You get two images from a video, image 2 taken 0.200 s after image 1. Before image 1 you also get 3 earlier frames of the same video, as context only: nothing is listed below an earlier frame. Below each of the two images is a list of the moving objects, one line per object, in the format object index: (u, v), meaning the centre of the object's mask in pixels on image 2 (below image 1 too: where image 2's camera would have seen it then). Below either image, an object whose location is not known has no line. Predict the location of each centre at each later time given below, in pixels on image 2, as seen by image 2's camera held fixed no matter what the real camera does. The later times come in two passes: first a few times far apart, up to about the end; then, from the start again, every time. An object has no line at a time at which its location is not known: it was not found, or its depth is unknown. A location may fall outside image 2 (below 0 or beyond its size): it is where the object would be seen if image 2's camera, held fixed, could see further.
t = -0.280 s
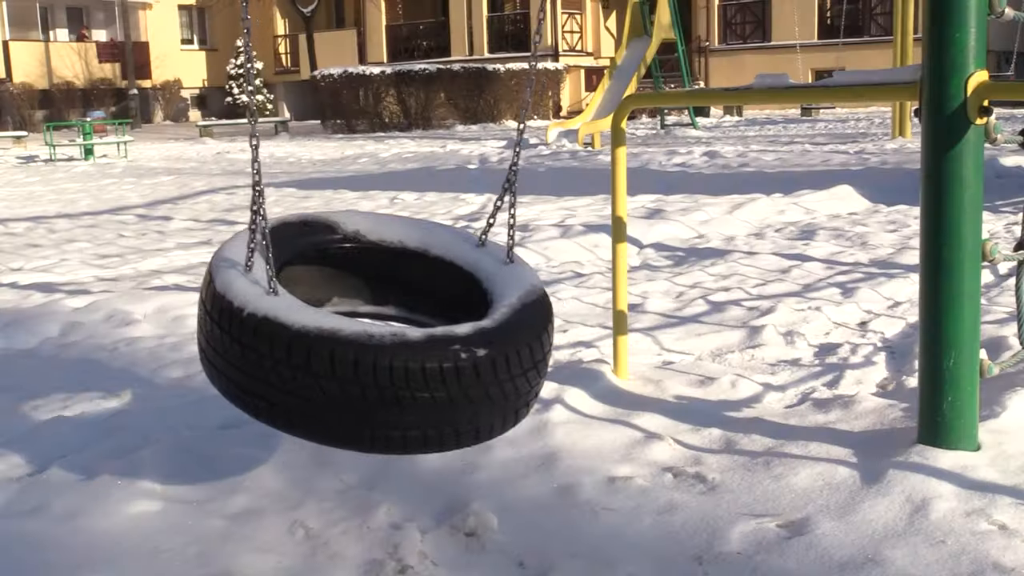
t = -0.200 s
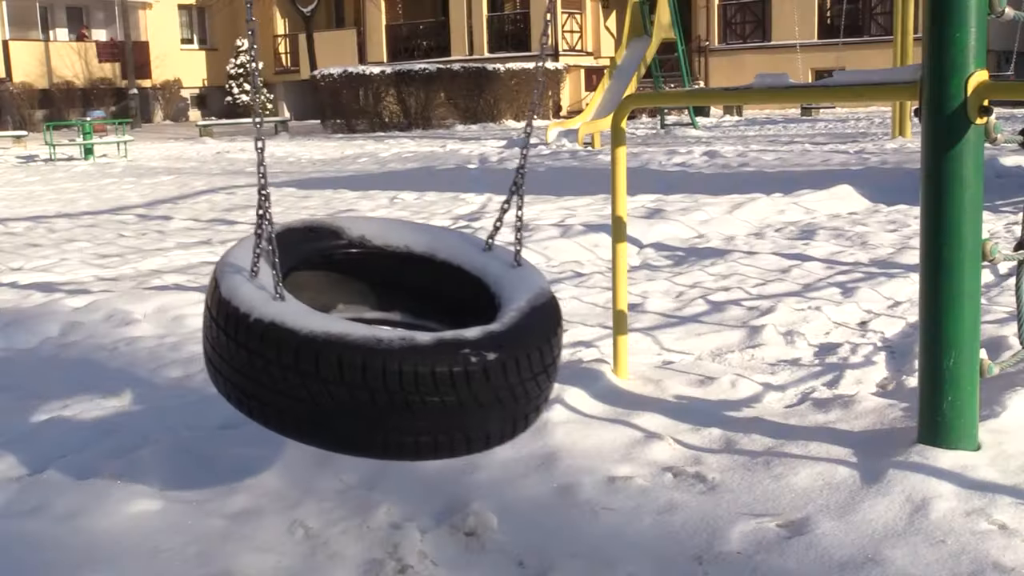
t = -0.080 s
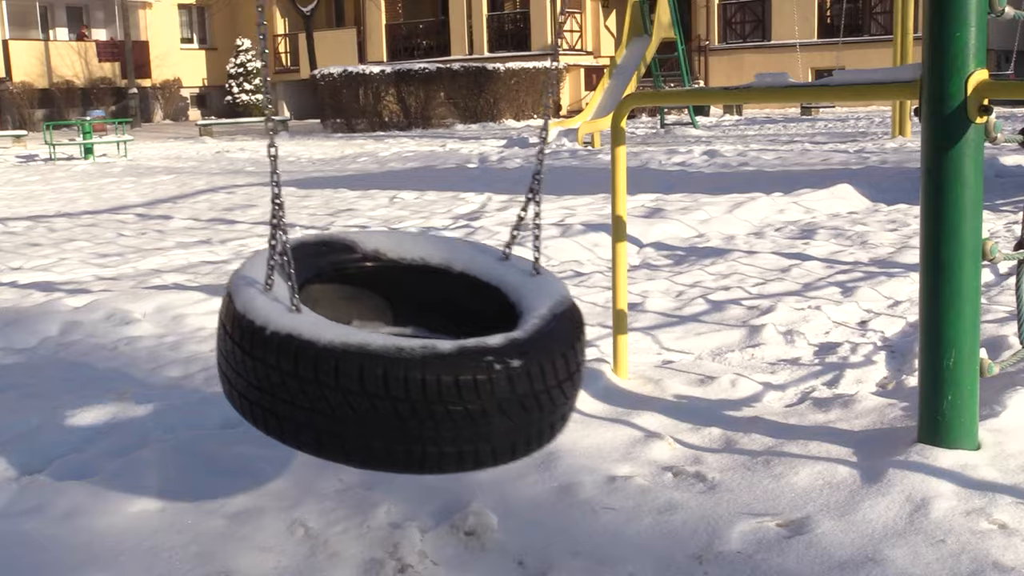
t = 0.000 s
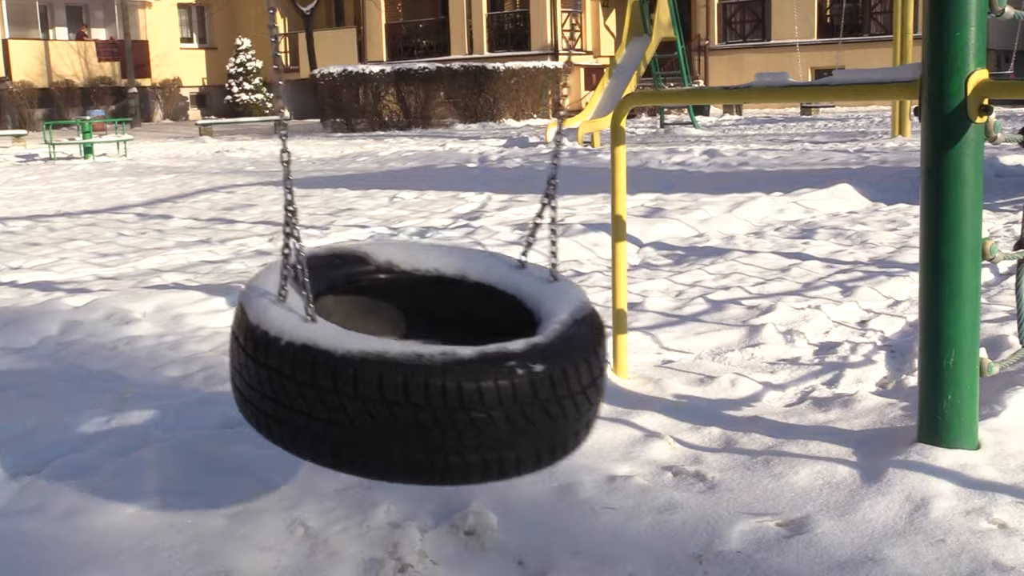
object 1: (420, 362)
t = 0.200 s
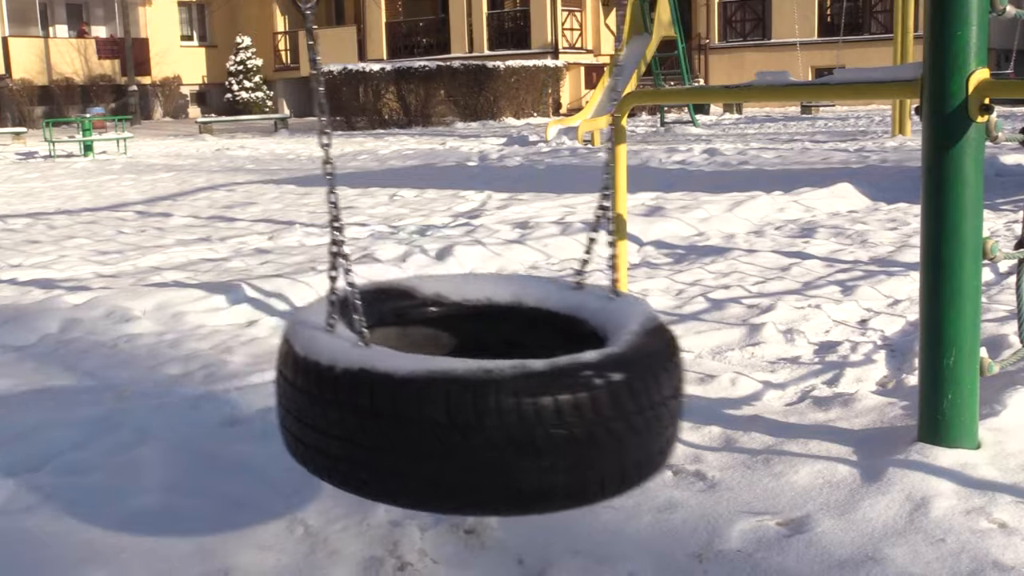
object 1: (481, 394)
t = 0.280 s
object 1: (511, 405)
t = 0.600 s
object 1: (645, 432)
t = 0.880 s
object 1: (715, 431)
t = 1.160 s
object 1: (683, 430)
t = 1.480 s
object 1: (560, 410)
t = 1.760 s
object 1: (456, 374)
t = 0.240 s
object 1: (496, 400)
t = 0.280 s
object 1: (511, 405)
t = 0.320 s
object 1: (527, 410)
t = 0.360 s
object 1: (544, 416)
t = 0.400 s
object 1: (562, 420)
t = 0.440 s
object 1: (579, 423)
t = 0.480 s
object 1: (596, 426)
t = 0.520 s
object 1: (612, 429)
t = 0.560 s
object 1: (629, 430)
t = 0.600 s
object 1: (645, 432)
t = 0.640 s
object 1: (659, 432)
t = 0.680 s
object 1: (674, 433)
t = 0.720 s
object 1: (686, 433)
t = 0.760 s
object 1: (696, 432)
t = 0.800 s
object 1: (704, 432)
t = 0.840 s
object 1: (711, 432)
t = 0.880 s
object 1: (715, 431)
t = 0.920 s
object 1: (717, 431)
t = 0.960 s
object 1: (716, 431)
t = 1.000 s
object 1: (714, 431)
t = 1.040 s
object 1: (709, 431)
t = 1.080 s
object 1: (703, 430)
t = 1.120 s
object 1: (694, 430)
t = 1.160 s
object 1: (683, 430)
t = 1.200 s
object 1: (670, 429)
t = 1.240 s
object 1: (657, 428)
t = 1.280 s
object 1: (642, 426)
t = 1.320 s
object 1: (627, 424)
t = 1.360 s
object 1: (610, 421)
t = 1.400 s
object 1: (593, 419)
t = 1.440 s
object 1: (577, 415)
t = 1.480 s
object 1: (560, 410)
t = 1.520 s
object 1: (544, 406)
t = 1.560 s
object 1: (528, 401)
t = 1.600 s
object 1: (512, 396)
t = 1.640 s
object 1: (497, 391)
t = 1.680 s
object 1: (483, 385)
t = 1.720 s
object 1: (469, 380)
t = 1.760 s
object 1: (456, 374)
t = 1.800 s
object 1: (443, 368)
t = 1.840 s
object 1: (432, 362)
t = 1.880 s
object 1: (422, 356)
